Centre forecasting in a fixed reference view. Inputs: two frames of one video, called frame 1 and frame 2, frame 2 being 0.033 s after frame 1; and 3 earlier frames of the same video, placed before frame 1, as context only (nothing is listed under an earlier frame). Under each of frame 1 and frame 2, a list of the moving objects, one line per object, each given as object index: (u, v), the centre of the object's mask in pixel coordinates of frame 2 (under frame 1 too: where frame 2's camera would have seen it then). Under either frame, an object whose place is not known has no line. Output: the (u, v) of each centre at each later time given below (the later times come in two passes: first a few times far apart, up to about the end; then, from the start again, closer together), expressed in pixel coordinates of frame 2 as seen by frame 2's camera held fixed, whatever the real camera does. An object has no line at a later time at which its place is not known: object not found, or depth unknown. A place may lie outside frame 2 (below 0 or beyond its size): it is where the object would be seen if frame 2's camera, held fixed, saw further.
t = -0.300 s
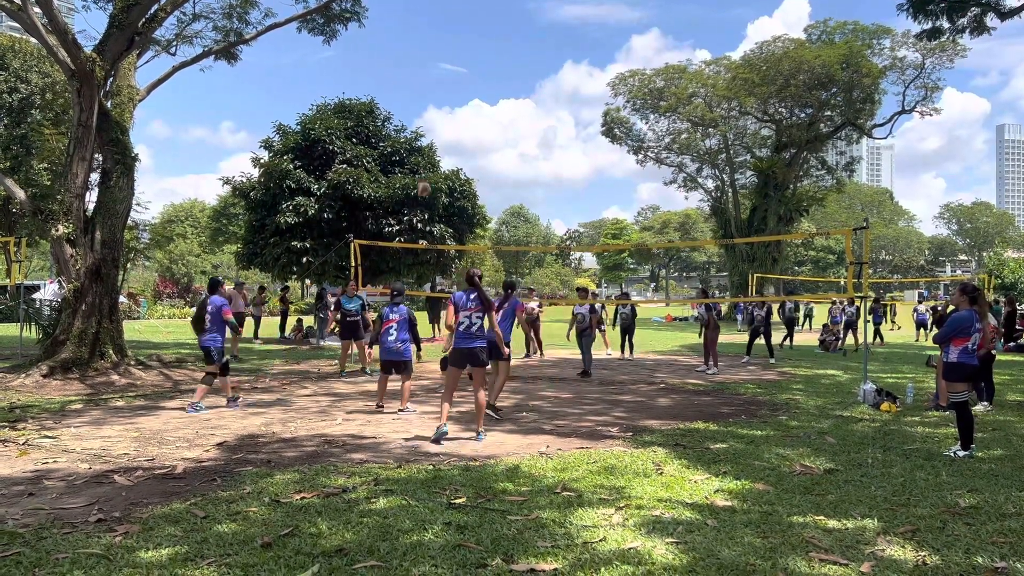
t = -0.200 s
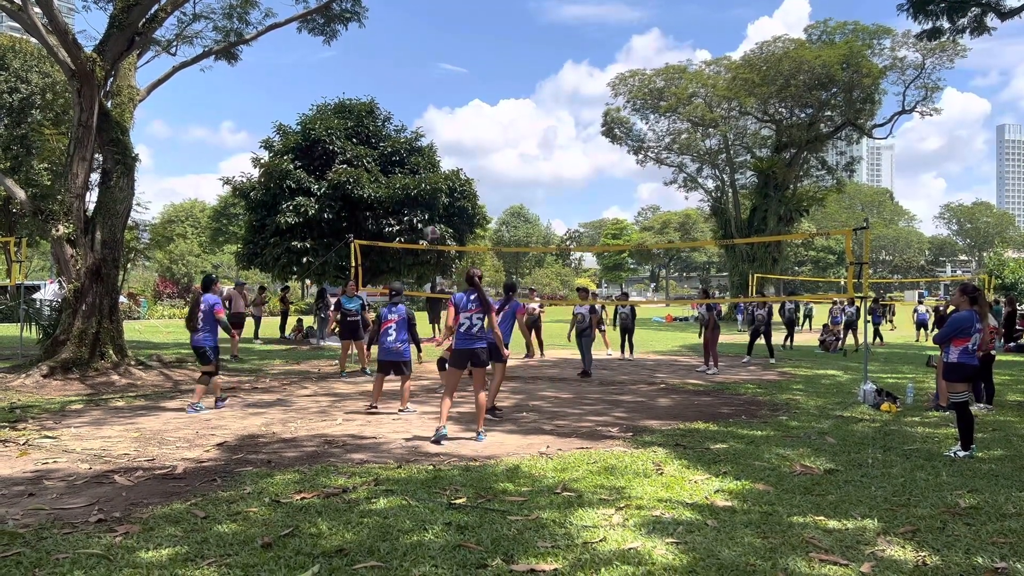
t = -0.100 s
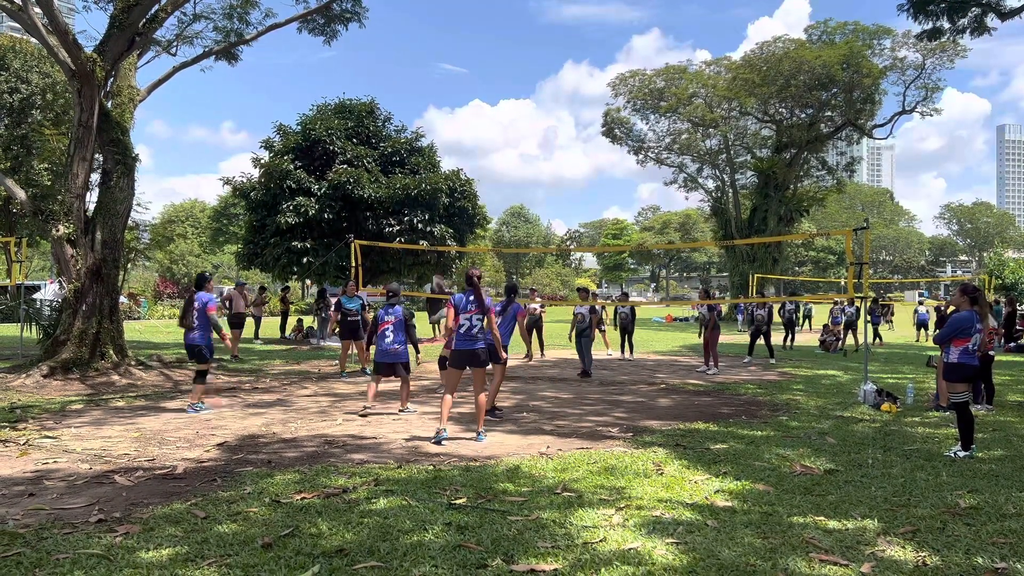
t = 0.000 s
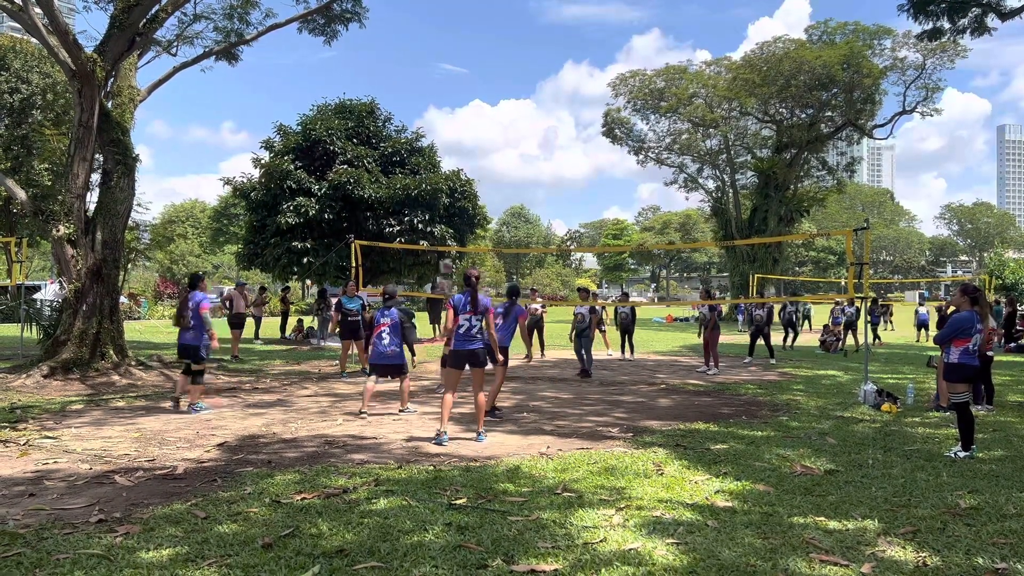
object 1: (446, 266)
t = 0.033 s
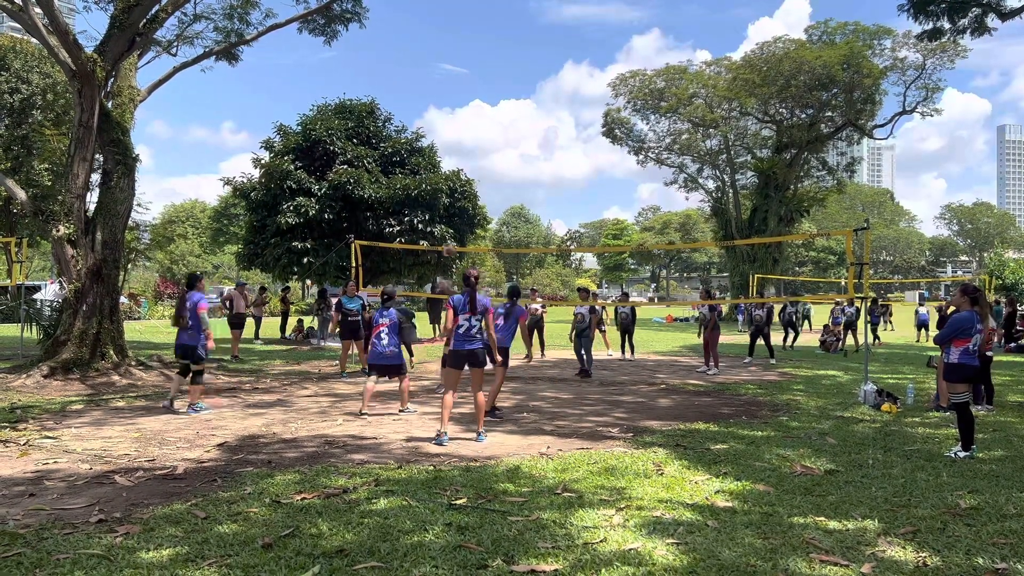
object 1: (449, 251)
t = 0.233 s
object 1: (465, 166)
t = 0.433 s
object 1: (482, 109)
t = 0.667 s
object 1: (502, 79)
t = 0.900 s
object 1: (524, 92)
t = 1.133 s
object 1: (545, 152)
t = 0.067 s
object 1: (452, 233)
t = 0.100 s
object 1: (455, 219)
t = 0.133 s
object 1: (458, 205)
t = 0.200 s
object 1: (464, 178)
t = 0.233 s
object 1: (465, 166)
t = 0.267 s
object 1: (468, 155)
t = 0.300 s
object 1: (471, 144)
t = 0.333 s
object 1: (473, 134)
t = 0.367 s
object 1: (476, 125)
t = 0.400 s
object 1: (479, 117)
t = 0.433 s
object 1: (482, 109)
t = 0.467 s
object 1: (485, 102)
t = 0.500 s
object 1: (487, 96)
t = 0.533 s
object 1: (490, 91)
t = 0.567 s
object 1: (493, 87)
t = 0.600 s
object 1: (496, 84)
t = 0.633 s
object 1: (499, 81)
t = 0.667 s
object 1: (502, 79)
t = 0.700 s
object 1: (505, 78)
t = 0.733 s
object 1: (508, 78)
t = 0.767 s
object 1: (511, 79)
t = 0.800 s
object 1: (515, 81)
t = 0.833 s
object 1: (518, 84)
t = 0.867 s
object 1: (521, 87)
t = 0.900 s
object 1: (524, 92)
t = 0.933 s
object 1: (527, 98)
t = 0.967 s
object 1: (530, 105)
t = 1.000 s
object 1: (533, 112)
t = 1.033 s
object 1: (536, 121)
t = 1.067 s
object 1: (539, 130)
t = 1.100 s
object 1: (542, 141)
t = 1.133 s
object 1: (545, 152)
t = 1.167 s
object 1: (548, 165)
